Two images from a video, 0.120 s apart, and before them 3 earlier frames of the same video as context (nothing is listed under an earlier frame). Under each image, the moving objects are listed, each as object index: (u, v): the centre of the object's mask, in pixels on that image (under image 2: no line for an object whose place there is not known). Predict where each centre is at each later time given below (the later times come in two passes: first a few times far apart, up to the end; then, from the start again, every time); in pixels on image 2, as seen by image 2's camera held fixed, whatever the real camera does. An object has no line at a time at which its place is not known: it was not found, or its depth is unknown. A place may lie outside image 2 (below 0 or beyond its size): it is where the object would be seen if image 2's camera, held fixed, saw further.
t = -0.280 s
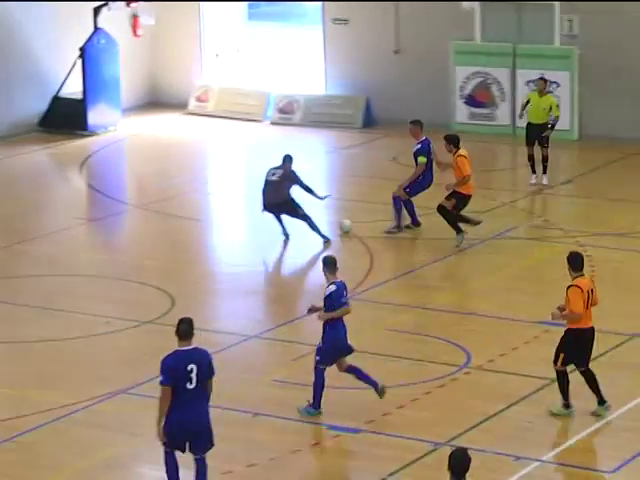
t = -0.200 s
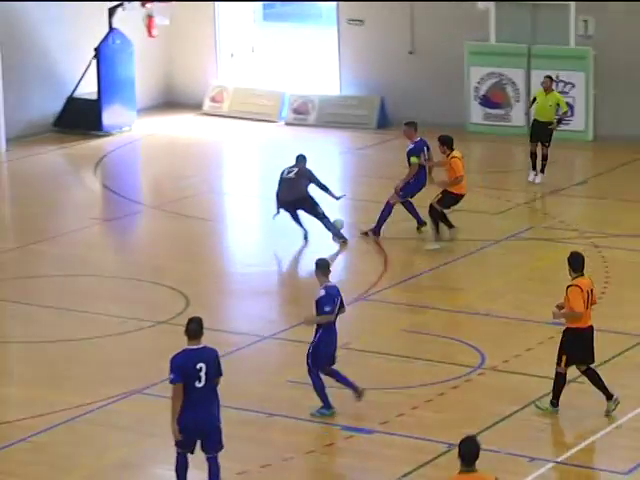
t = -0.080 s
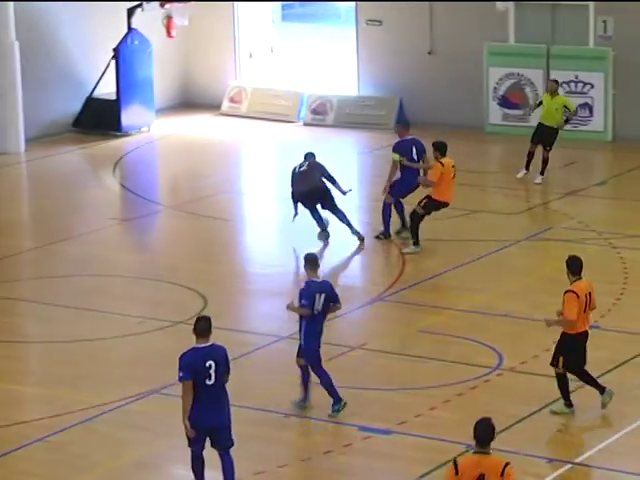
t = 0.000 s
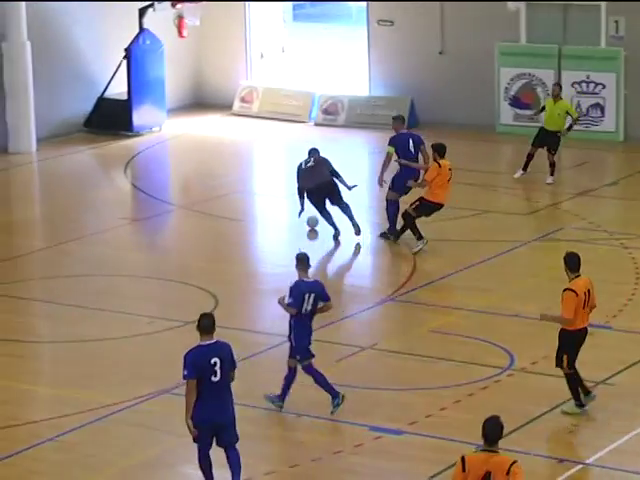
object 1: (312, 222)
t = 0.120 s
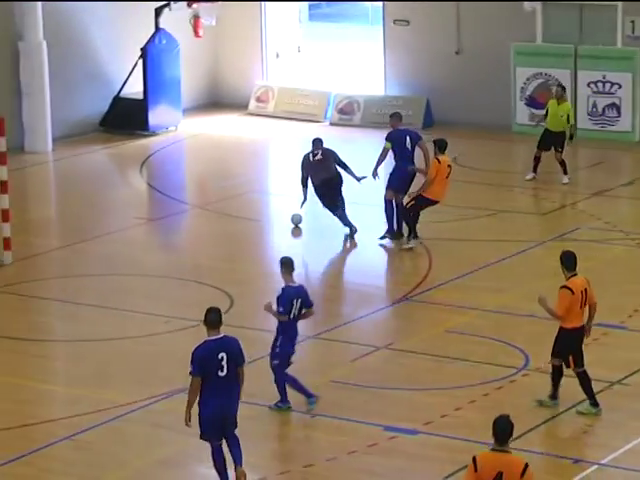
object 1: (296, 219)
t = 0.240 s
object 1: (265, 217)
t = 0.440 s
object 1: (215, 213)
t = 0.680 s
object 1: (159, 209)
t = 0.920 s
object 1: (103, 207)
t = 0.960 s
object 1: (94, 205)
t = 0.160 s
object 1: (286, 218)
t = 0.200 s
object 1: (275, 218)
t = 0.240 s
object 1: (265, 217)
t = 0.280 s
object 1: (256, 217)
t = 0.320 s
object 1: (247, 216)
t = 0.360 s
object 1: (234, 215)
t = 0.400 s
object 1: (226, 214)
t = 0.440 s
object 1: (215, 213)
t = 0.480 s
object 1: (206, 213)
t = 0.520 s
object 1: (196, 212)
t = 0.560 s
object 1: (186, 211)
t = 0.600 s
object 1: (177, 210)
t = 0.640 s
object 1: (168, 209)
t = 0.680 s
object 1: (159, 209)
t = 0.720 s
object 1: (149, 210)
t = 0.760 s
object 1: (139, 212)
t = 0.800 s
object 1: (130, 209)
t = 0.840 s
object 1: (121, 208)
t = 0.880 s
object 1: (112, 207)
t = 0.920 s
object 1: (103, 207)
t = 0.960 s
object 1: (94, 205)
